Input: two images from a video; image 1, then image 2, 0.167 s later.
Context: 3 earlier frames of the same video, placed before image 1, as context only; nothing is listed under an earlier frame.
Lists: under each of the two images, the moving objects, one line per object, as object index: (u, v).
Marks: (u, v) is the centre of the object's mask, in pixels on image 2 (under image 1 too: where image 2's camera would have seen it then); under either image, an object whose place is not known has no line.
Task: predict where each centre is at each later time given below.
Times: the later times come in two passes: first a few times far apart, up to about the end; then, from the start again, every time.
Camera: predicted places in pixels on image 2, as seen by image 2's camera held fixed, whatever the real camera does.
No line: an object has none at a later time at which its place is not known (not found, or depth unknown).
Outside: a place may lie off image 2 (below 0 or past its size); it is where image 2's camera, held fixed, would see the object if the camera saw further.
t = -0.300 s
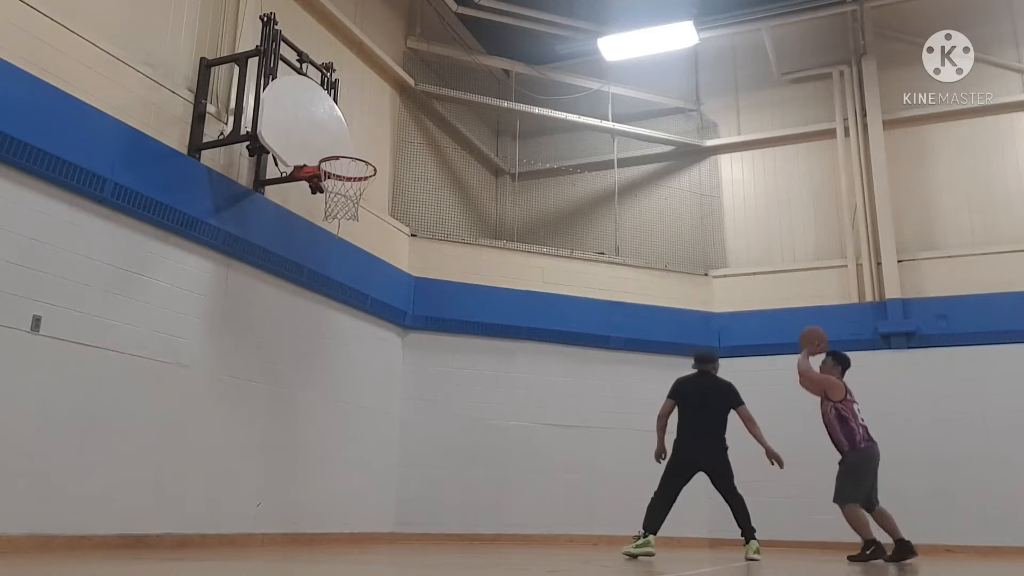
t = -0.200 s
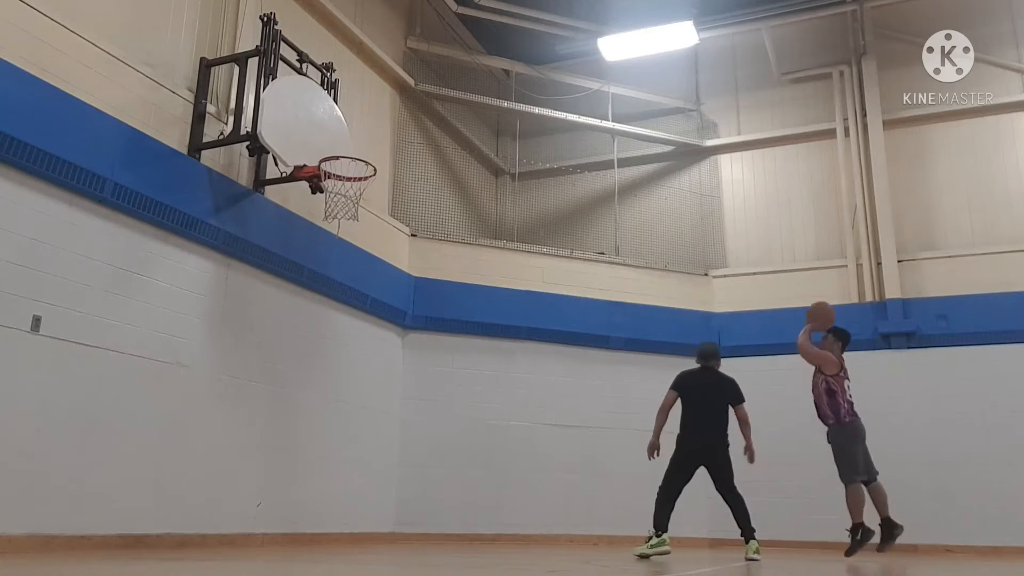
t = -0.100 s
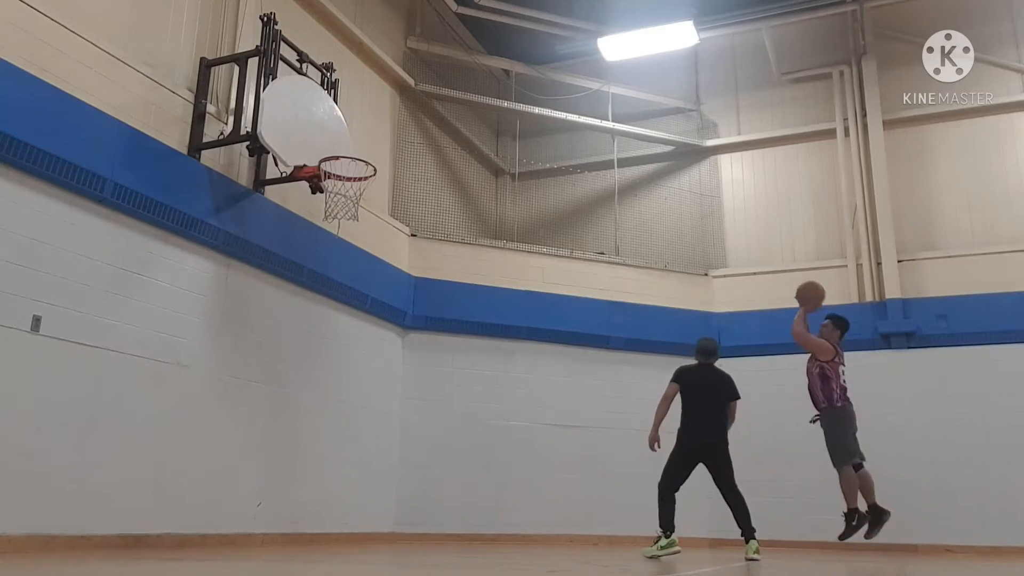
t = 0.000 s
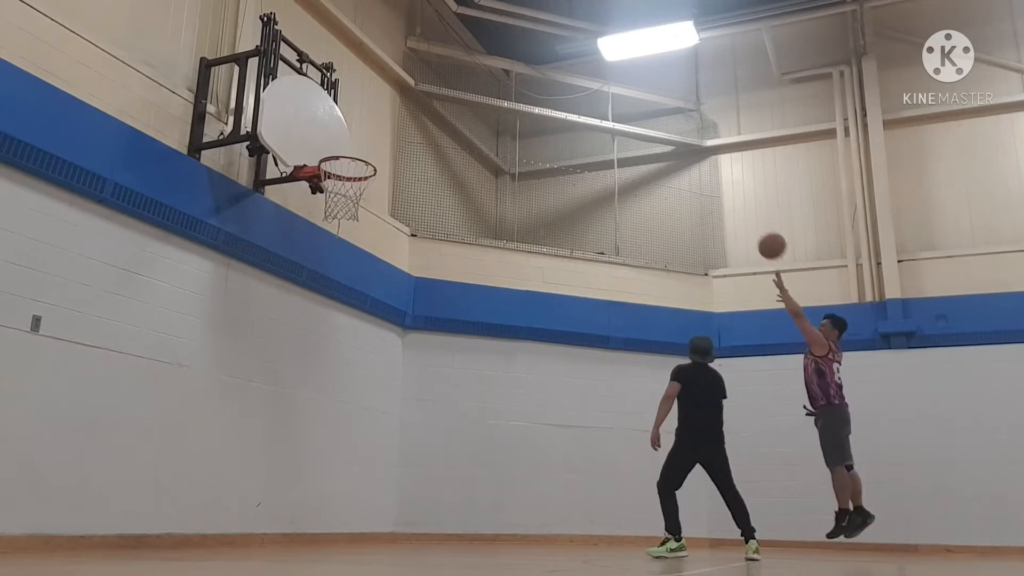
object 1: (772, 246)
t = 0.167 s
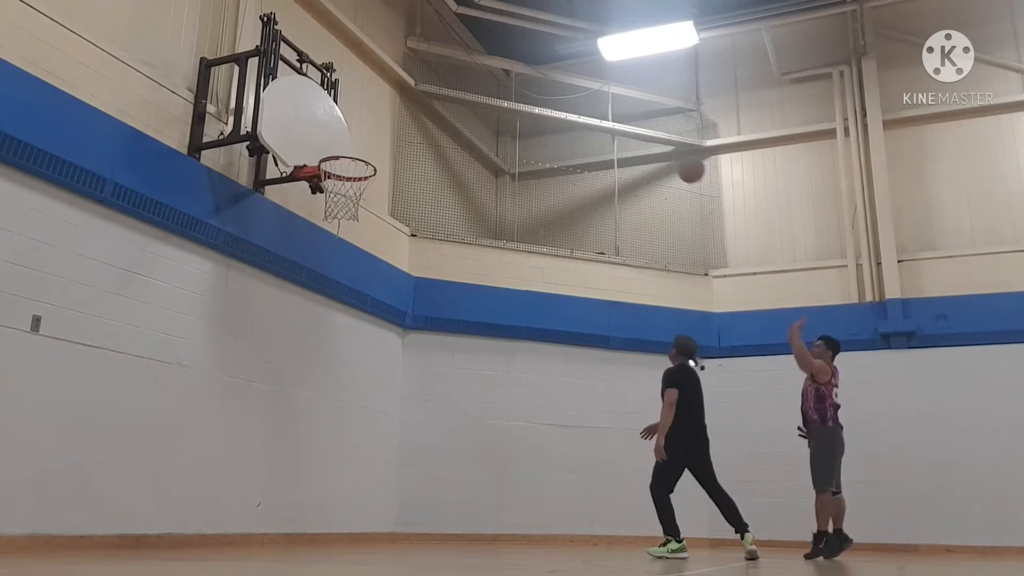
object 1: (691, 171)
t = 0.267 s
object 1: (645, 139)
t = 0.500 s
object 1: (540, 104)
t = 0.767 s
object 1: (415, 130)
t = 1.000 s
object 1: (325, 187)
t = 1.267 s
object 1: (331, 234)
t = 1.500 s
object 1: (334, 354)
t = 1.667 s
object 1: (331, 508)
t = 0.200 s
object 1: (676, 160)
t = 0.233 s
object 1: (660, 150)
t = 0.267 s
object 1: (645, 139)
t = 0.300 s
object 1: (630, 132)
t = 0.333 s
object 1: (614, 127)
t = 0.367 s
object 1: (598, 122)
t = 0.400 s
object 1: (583, 119)
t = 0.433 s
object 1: (569, 115)
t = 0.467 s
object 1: (553, 112)
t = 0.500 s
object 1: (540, 104)
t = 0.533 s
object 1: (524, 103)
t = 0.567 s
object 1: (510, 102)
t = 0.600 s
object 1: (494, 105)
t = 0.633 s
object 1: (478, 107)
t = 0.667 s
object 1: (464, 112)
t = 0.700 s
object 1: (452, 117)
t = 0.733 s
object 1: (431, 123)
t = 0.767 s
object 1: (415, 130)
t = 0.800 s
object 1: (399, 138)
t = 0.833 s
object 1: (383, 148)
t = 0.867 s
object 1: (367, 158)
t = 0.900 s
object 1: (351, 168)
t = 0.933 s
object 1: (336, 174)
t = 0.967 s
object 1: (329, 182)
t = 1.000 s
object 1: (325, 187)
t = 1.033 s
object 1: (323, 192)
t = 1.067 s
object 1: (323, 193)
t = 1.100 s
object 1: (324, 196)
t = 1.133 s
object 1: (326, 201)
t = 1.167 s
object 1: (327, 207)
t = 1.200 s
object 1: (329, 214)
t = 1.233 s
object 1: (330, 224)
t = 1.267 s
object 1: (331, 234)
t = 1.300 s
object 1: (331, 246)
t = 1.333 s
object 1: (332, 260)
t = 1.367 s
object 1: (333, 274)
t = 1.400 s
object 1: (333, 292)
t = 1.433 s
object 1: (333, 310)
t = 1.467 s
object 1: (334, 331)
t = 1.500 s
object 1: (334, 354)
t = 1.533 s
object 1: (334, 380)
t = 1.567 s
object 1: (333, 408)
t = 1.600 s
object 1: (333, 438)
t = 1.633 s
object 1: (332, 472)
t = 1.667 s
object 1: (331, 508)
